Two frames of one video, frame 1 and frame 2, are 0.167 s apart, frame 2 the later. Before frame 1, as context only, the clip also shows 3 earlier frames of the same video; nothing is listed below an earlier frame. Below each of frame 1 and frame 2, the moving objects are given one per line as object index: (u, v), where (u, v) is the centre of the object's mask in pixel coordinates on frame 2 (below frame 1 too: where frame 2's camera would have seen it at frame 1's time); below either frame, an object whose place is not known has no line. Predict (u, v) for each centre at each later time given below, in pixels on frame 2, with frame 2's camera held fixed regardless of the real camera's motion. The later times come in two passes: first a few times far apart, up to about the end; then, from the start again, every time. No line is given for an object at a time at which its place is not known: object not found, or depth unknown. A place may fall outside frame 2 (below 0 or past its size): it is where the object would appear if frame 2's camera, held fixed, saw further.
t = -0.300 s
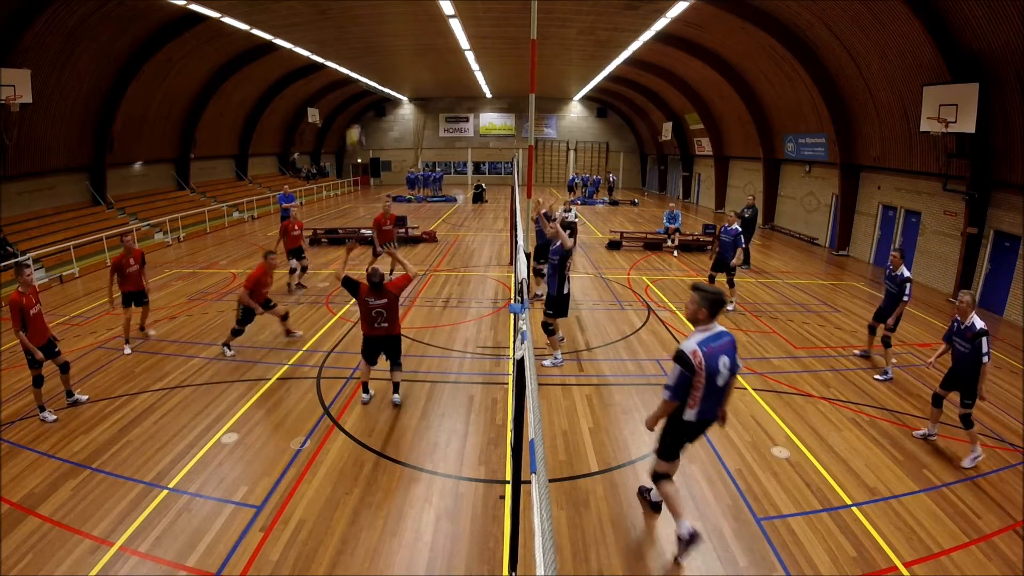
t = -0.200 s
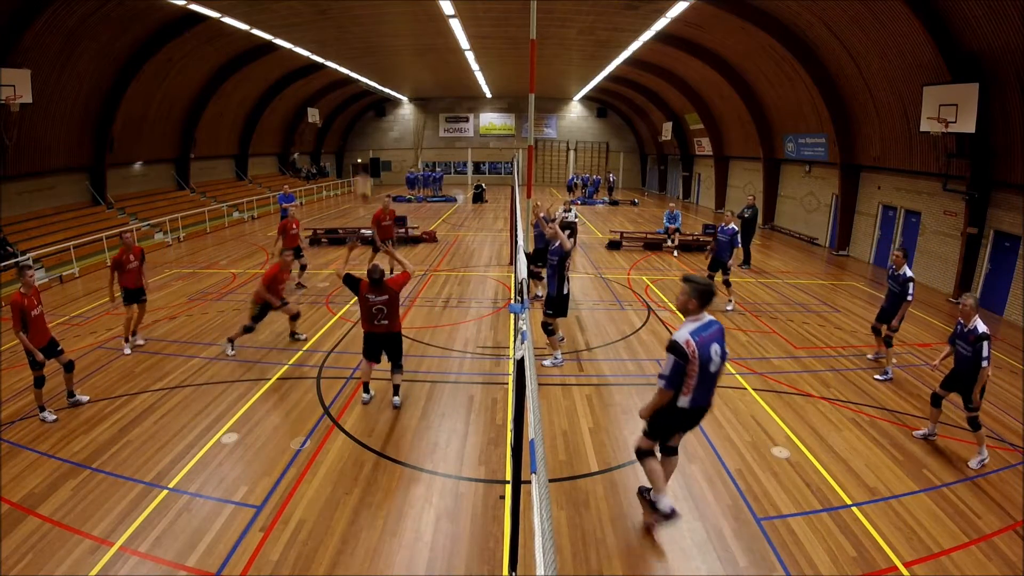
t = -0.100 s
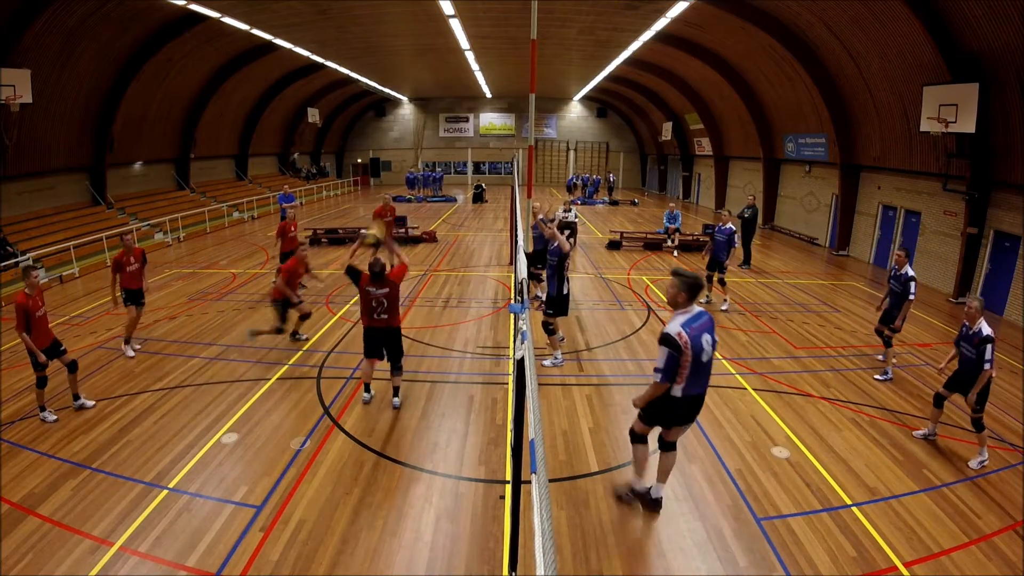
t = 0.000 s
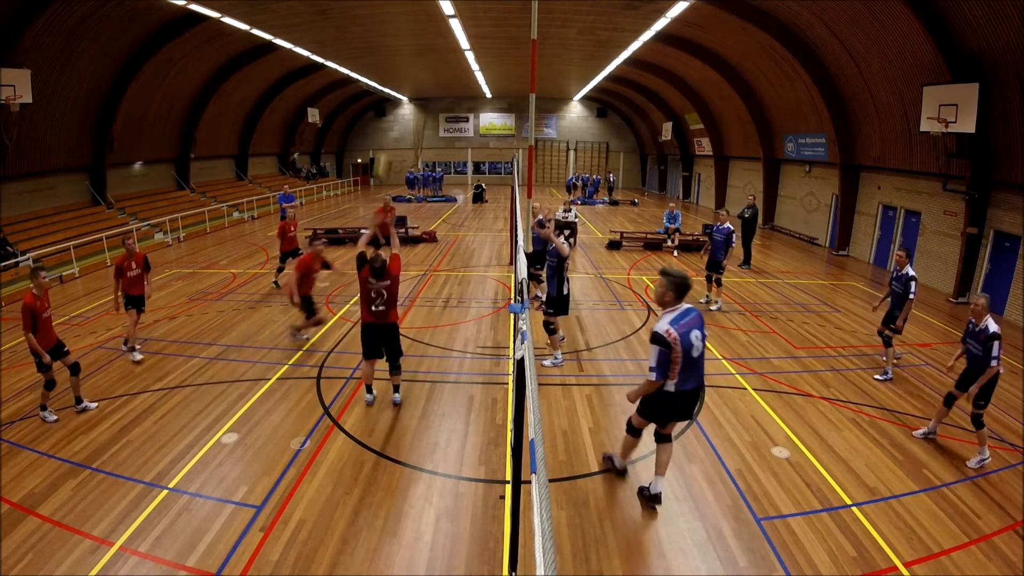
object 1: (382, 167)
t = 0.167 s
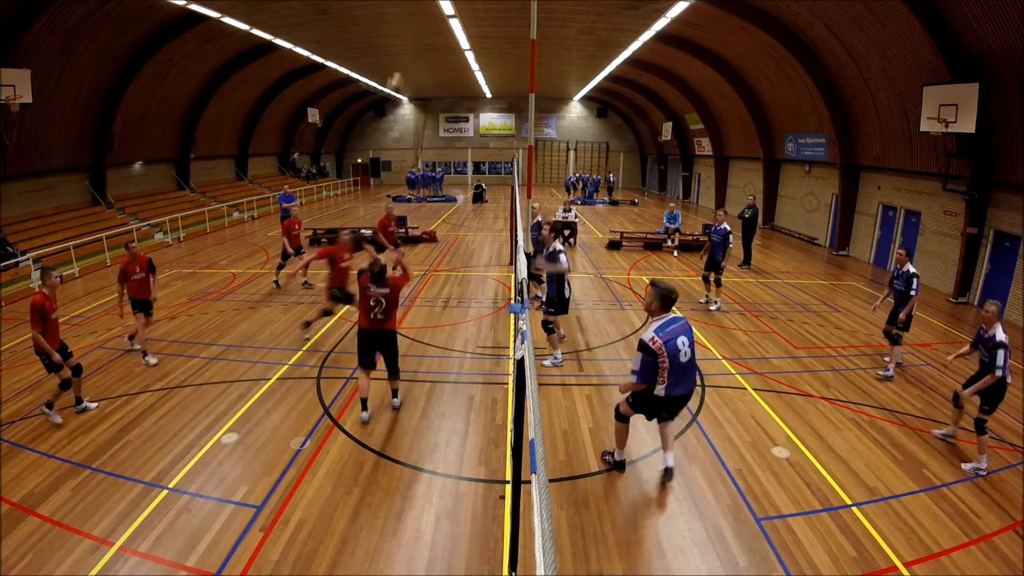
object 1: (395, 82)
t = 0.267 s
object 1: (402, 52)
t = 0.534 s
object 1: (418, 22)
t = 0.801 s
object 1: (430, 38)
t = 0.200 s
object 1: (398, 72)
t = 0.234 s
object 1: (400, 62)
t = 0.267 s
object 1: (402, 52)
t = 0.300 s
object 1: (405, 45)
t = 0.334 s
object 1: (406, 40)
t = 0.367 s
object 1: (409, 34)
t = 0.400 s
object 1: (411, 30)
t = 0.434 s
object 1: (413, 27)
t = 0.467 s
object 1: (415, 24)
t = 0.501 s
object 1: (417, 23)
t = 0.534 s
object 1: (418, 22)
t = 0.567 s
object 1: (420, 21)
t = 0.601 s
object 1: (422, 22)
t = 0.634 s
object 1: (424, 23)
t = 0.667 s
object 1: (425, 25)
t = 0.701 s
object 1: (426, 27)
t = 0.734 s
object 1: (427, 30)
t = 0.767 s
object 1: (428, 33)
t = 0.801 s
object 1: (430, 38)
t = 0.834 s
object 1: (431, 42)
